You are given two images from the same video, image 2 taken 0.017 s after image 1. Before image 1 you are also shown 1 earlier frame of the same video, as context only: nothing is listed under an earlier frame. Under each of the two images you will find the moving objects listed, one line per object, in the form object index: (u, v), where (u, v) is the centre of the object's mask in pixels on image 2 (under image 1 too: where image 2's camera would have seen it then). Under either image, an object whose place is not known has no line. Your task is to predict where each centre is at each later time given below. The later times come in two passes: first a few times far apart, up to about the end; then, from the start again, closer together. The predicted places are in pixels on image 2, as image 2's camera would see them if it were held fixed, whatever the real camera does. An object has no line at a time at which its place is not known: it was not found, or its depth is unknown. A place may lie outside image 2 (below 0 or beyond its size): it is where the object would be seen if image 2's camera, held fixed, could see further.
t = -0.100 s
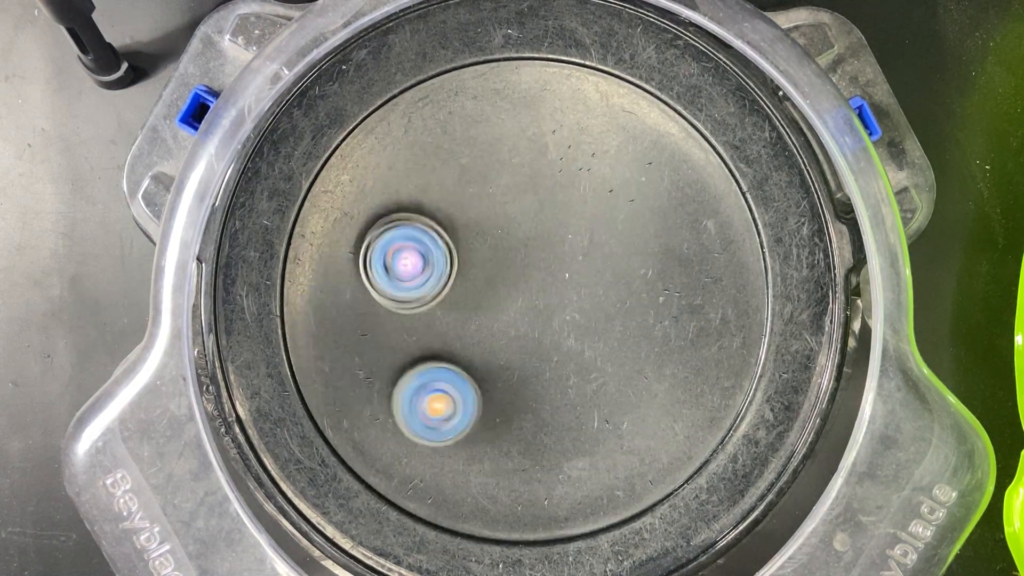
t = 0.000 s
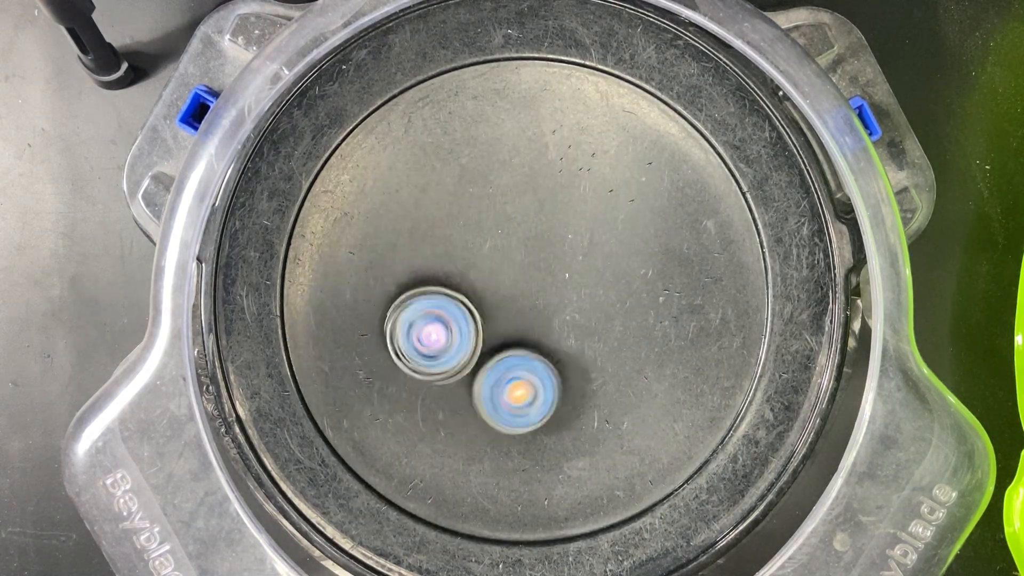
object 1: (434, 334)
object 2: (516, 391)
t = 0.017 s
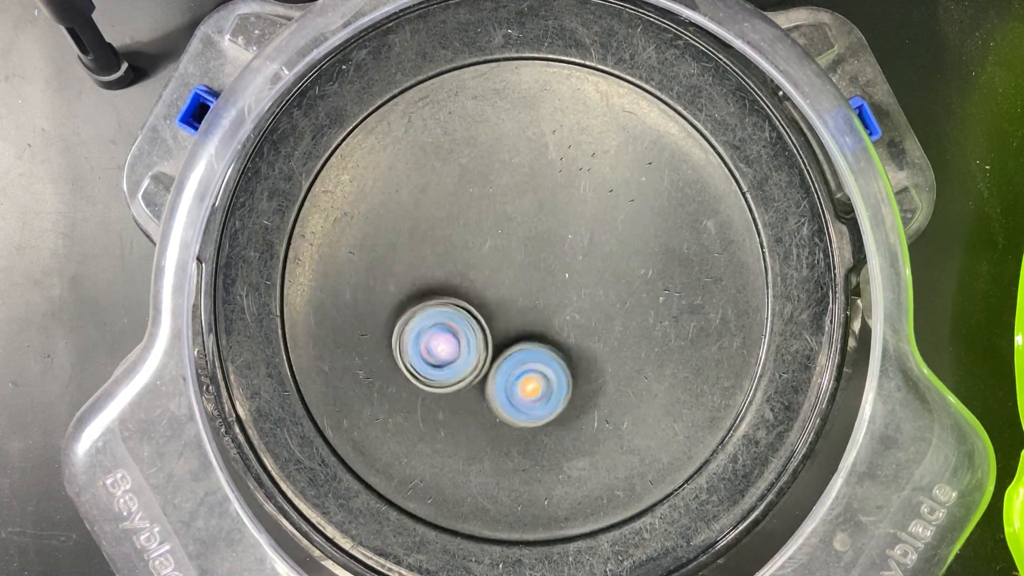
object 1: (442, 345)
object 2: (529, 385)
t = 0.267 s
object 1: (547, 388)
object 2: (678, 207)
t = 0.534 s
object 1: (539, 244)
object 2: (533, 80)
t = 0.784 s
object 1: (435, 354)
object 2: (386, 174)
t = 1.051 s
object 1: (562, 460)
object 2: (444, 353)
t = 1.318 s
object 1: (724, 439)
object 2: (585, 302)
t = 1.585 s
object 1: (755, 370)
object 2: (599, 193)
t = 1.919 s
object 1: (645, 272)
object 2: (505, 302)
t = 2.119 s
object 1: (508, 270)
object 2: (568, 378)
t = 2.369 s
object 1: (379, 353)
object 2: (617, 345)
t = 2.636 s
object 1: (348, 460)
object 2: (545, 307)
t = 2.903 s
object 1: (402, 498)
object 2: (536, 347)
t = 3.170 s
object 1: (480, 530)
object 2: (540, 339)
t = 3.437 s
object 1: (549, 479)
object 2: (504, 283)
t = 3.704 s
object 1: (623, 473)
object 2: (413, 263)
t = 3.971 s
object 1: (619, 362)
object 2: (429, 364)
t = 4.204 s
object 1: (574, 264)
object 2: (547, 355)
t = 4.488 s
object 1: (549, 122)
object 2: (561, 244)
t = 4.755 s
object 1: (511, 118)
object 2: (468, 225)
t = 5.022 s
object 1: (488, 227)
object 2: (461, 329)
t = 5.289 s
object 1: (457, 347)
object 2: (568, 352)
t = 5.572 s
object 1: (465, 445)
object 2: (577, 271)
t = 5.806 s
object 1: (442, 509)
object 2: (512, 267)
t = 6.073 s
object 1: (464, 474)
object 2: (479, 351)
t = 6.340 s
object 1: (497, 449)
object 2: (541, 357)
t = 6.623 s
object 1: (554, 407)
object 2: (533, 313)
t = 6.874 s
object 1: (614, 391)
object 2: (498, 310)
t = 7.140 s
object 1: (611, 342)
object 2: (487, 332)
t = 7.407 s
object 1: (580, 289)
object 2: (508, 334)
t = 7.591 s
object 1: (584, 234)
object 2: (516, 317)
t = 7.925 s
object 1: (582, 190)
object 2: (508, 291)
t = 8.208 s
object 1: (536, 215)
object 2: (500, 299)
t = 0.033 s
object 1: (451, 354)
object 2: (541, 377)
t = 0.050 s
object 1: (450, 359)
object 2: (561, 372)
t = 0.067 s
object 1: (450, 364)
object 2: (581, 366)
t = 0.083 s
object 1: (452, 368)
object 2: (599, 359)
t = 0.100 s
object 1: (456, 374)
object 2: (615, 350)
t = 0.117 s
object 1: (463, 380)
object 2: (628, 339)
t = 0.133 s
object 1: (471, 386)
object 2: (640, 326)
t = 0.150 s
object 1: (479, 390)
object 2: (648, 313)
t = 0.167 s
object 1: (489, 395)
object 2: (656, 298)
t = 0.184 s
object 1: (499, 397)
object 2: (662, 282)
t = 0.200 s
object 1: (509, 398)
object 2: (668, 267)
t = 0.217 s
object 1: (519, 398)
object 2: (672, 252)
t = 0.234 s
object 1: (529, 396)
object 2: (675, 236)
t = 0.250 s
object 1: (539, 392)
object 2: (677, 222)
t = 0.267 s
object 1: (547, 388)
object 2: (678, 207)
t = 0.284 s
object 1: (555, 381)
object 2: (677, 193)
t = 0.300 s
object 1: (562, 373)
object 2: (676, 179)
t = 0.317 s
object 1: (568, 365)
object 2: (672, 167)
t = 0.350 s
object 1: (576, 345)
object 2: (662, 142)
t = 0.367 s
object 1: (579, 335)
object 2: (655, 130)
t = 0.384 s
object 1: (580, 324)
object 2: (646, 120)
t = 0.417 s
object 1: (579, 302)
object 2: (626, 102)
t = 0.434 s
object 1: (577, 291)
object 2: (615, 94)
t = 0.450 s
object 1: (573, 282)
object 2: (602, 89)
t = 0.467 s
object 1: (569, 272)
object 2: (589, 84)
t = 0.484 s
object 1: (562, 264)
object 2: (576, 82)
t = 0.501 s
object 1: (556, 255)
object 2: (562, 80)
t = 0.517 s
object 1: (548, 249)
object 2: (548, 79)
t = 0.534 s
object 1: (539, 244)
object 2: (533, 80)
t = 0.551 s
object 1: (530, 239)
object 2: (519, 83)
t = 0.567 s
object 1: (520, 236)
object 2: (505, 88)
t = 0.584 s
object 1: (510, 234)
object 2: (492, 93)
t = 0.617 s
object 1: (490, 234)
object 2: (467, 107)
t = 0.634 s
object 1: (480, 236)
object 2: (455, 117)
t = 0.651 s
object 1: (470, 240)
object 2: (444, 128)
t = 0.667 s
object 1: (462, 244)
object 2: (435, 139)
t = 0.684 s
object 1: (453, 250)
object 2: (427, 152)
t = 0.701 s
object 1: (447, 258)
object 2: (419, 165)
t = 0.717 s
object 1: (442, 274)
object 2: (412, 168)
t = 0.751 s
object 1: (437, 317)
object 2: (397, 165)
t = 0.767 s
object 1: (435, 336)
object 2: (392, 167)
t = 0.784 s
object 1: (435, 354)
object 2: (386, 174)
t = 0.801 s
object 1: (437, 370)
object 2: (381, 184)
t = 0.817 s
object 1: (440, 382)
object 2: (378, 195)
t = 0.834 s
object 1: (445, 394)
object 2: (375, 206)
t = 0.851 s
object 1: (451, 403)
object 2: (374, 219)
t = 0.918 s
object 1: (483, 437)
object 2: (381, 270)
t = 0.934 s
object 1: (492, 444)
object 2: (385, 283)
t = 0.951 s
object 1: (502, 449)
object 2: (391, 294)
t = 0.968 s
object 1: (512, 454)
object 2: (398, 305)
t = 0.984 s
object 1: (521, 457)
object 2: (405, 316)
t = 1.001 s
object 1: (532, 460)
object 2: (414, 326)
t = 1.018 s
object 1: (542, 461)
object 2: (423, 336)
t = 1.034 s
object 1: (552, 461)
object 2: (433, 345)
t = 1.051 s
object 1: (562, 460)
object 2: (444, 353)
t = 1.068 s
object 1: (572, 457)
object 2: (456, 361)
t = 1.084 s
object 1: (581, 453)
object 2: (468, 368)
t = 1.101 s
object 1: (590, 448)
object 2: (481, 374)
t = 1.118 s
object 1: (597, 442)
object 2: (494, 379)
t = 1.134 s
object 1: (605, 434)
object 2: (507, 382)
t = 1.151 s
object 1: (610, 426)
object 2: (520, 385)
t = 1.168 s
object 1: (618, 419)
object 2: (531, 385)
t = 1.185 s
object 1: (635, 423)
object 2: (535, 374)
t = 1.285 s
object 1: (714, 439)
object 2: (569, 316)
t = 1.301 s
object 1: (720, 440)
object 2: (577, 308)
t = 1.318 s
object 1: (724, 439)
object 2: (585, 302)
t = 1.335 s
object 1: (727, 438)
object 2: (592, 295)
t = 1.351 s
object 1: (730, 435)
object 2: (599, 287)
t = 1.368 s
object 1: (733, 430)
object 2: (604, 280)
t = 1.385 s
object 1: (736, 427)
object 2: (610, 273)
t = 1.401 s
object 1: (738, 422)
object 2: (614, 264)
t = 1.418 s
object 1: (739, 417)
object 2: (617, 257)
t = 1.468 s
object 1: (746, 404)
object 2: (622, 234)
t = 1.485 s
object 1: (748, 399)
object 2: (622, 226)
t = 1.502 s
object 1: (748, 395)
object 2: (620, 220)
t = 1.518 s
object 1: (751, 390)
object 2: (618, 213)
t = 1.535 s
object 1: (754, 387)
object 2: (615, 206)
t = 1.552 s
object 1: (754, 381)
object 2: (610, 201)
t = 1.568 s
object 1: (755, 375)
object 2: (605, 197)
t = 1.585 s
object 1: (755, 370)
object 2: (599, 193)
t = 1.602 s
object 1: (758, 365)
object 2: (592, 190)
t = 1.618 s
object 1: (759, 360)
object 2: (585, 188)
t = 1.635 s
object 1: (760, 355)
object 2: (578, 188)
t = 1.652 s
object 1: (761, 348)
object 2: (570, 189)
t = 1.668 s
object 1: (759, 342)
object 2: (562, 191)
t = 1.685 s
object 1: (757, 334)
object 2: (554, 193)
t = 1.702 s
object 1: (754, 328)
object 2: (547, 198)
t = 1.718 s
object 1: (749, 321)
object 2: (540, 203)
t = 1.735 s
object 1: (743, 315)
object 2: (534, 208)
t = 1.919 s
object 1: (645, 272)
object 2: (505, 302)
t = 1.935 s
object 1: (634, 268)
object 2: (507, 311)
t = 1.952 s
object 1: (623, 265)
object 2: (509, 322)
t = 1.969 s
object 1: (611, 264)
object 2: (513, 330)
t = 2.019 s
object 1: (576, 261)
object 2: (529, 354)
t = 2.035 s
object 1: (565, 261)
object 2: (535, 361)
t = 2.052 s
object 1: (553, 262)
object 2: (541, 366)
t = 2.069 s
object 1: (542, 263)
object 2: (547, 370)
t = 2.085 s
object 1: (531, 266)
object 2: (554, 374)
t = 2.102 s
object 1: (519, 268)
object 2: (562, 376)
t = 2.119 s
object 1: (508, 270)
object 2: (568, 378)
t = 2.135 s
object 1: (498, 273)
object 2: (574, 379)
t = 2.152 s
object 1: (487, 277)
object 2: (579, 380)
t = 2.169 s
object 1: (476, 281)
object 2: (584, 380)
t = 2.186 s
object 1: (467, 285)
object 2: (588, 379)
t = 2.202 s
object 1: (457, 290)
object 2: (593, 378)
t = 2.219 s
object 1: (448, 295)
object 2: (597, 376)
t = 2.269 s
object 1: (422, 312)
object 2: (607, 369)
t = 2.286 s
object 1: (414, 318)
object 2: (611, 365)
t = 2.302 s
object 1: (406, 325)
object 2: (613, 362)
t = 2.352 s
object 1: (385, 345)
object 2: (617, 349)
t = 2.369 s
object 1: (379, 353)
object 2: (617, 345)
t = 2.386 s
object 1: (373, 359)
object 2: (616, 341)
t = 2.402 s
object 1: (367, 367)
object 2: (615, 337)
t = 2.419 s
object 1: (362, 373)
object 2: (613, 332)
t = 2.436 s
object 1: (356, 380)
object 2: (610, 328)
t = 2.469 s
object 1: (346, 394)
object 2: (604, 321)
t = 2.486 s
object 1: (343, 400)
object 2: (600, 317)
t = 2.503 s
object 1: (339, 407)
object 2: (595, 313)
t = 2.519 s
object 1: (336, 414)
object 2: (589, 310)
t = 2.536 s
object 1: (335, 420)
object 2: (584, 307)
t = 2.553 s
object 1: (335, 427)
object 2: (577, 306)
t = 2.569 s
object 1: (336, 435)
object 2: (571, 306)
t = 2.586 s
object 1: (338, 442)
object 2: (565, 305)
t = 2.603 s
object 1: (341, 448)
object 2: (558, 305)
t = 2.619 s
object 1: (344, 455)
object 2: (551, 306)
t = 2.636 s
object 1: (348, 460)
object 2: (545, 307)
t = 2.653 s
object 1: (354, 465)
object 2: (538, 309)
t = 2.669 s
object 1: (361, 468)
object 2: (531, 311)
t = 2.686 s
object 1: (368, 471)
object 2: (524, 315)
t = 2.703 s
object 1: (376, 472)
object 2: (518, 319)
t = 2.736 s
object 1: (393, 472)
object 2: (505, 329)
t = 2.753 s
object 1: (402, 471)
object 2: (500, 335)
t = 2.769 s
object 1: (410, 468)
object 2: (495, 342)
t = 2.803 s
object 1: (425, 460)
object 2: (488, 356)
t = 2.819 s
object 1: (433, 456)
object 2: (486, 365)
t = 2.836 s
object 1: (436, 454)
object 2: (489, 367)
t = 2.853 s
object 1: (427, 468)
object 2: (502, 362)
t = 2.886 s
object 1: (409, 489)
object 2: (526, 351)
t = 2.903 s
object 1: (402, 498)
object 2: (536, 347)
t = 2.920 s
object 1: (400, 508)
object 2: (544, 346)
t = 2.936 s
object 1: (401, 516)
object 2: (550, 344)
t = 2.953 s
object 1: (401, 523)
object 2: (554, 343)
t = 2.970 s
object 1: (404, 530)
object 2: (557, 342)
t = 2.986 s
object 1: (408, 534)
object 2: (558, 341)
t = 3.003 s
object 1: (413, 538)
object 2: (558, 340)
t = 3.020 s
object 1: (418, 540)
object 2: (557, 340)
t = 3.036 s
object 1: (423, 541)
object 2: (556, 339)
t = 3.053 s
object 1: (429, 542)
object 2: (554, 339)
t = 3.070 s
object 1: (436, 543)
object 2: (553, 339)
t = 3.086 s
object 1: (443, 542)
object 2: (551, 339)
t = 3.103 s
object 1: (450, 541)
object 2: (549, 339)
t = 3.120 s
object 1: (457, 539)
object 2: (548, 339)
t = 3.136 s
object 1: (464, 536)
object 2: (545, 338)
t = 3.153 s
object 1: (473, 533)
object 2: (542, 339)
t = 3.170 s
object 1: (480, 530)
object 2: (540, 339)
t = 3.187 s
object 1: (487, 526)
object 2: (537, 339)
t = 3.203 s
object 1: (494, 519)
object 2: (535, 340)
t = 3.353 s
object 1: (537, 442)
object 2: (513, 345)
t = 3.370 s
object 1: (540, 433)
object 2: (510, 346)
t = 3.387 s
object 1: (541, 438)
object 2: (509, 334)
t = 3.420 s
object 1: (546, 469)
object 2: (507, 297)
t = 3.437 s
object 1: (549, 479)
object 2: (504, 283)
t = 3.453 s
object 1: (554, 485)
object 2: (502, 270)
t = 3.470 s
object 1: (559, 492)
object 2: (500, 259)
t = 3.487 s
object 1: (563, 495)
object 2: (498, 250)
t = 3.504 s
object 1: (567, 497)
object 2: (494, 243)
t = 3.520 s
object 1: (570, 498)
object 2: (490, 238)
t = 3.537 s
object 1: (573, 498)
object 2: (485, 236)
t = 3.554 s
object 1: (577, 497)
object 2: (479, 234)
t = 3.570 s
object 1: (583, 496)
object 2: (471, 234)
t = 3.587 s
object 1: (589, 496)
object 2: (463, 235)
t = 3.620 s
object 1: (601, 491)
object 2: (446, 239)
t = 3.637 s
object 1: (606, 488)
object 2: (438, 242)
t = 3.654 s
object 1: (611, 486)
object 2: (431, 247)
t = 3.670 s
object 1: (615, 481)
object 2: (424, 252)
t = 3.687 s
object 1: (620, 477)
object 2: (418, 257)
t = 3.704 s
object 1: (623, 473)
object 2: (413, 263)
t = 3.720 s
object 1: (625, 467)
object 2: (408, 268)
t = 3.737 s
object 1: (629, 461)
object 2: (404, 275)
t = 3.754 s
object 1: (630, 455)
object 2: (401, 281)
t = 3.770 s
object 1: (632, 449)
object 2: (398, 287)
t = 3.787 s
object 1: (631, 442)
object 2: (396, 295)
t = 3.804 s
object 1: (633, 435)
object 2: (396, 301)
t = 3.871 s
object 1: (631, 406)
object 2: (400, 328)
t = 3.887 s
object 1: (629, 399)
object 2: (402, 335)
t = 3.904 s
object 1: (628, 392)
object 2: (406, 341)
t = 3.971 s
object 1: (619, 362)
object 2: (429, 364)
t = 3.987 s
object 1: (617, 354)
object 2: (436, 369)
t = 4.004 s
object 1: (614, 347)
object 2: (445, 373)
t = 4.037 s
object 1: (608, 332)
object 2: (462, 379)
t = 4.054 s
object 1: (605, 325)
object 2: (471, 381)
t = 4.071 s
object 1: (601, 318)
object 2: (480, 382)
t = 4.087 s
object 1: (598, 312)
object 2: (490, 382)
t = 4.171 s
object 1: (579, 279)
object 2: (535, 366)
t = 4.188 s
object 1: (575, 272)
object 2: (542, 360)
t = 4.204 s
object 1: (574, 264)
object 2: (547, 355)
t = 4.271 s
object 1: (570, 211)
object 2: (560, 343)
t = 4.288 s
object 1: (566, 200)
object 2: (564, 338)
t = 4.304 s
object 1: (564, 192)
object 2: (567, 332)
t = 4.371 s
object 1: (558, 167)
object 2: (574, 301)
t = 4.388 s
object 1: (557, 160)
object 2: (574, 292)
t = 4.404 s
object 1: (555, 154)
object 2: (573, 283)
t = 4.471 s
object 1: (550, 129)
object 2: (565, 250)
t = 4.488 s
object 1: (549, 122)
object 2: (561, 244)
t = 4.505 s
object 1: (548, 117)
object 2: (557, 238)
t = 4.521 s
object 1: (546, 111)
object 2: (551, 233)
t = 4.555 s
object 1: (542, 101)
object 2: (541, 224)
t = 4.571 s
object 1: (541, 96)
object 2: (535, 220)
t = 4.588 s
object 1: (539, 93)
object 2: (529, 217)
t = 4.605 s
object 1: (536, 90)
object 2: (522, 215)
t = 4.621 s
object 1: (533, 89)
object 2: (516, 214)
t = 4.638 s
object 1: (529, 88)
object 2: (510, 213)
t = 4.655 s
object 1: (526, 89)
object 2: (503, 213)
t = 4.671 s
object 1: (523, 92)
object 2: (497, 213)
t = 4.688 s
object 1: (519, 96)
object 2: (491, 215)
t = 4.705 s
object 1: (518, 100)
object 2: (484, 216)
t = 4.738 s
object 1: (514, 112)
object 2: (473, 222)
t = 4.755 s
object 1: (511, 118)
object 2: (468, 225)
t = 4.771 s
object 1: (511, 124)
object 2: (464, 230)
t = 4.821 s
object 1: (506, 147)
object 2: (453, 245)
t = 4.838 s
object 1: (505, 152)
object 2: (450, 251)
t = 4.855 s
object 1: (505, 159)
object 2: (448, 257)
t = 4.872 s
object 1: (503, 167)
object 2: (446, 263)
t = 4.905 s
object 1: (500, 180)
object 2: (445, 278)
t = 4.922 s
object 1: (499, 187)
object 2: (445, 285)
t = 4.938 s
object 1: (497, 195)
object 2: (446, 293)
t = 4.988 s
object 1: (492, 214)
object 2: (453, 315)
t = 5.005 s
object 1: (489, 221)
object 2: (456, 323)
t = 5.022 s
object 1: (488, 227)
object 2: (461, 329)
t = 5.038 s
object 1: (485, 233)
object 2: (466, 336)
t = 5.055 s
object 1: (484, 239)
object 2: (472, 342)
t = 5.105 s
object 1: (475, 259)
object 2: (492, 356)
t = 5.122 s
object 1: (472, 265)
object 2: (499, 360)
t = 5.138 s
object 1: (468, 273)
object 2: (507, 363)
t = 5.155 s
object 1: (465, 280)
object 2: (514, 366)
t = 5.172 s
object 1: (462, 288)
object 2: (523, 366)
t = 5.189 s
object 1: (459, 295)
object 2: (530, 367)
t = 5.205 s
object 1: (457, 304)
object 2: (537, 366)
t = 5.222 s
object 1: (457, 314)
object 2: (545, 365)
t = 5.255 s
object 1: (457, 329)
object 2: (557, 359)
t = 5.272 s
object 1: (457, 338)
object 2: (563, 356)
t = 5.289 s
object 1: (457, 347)
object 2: (568, 352)
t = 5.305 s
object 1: (456, 355)
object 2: (573, 348)
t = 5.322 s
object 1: (457, 361)
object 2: (577, 344)
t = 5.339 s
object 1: (458, 369)
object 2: (580, 338)
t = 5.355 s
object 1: (457, 376)
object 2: (583, 334)
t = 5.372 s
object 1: (459, 382)
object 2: (586, 328)
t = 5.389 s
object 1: (460, 388)
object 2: (588, 323)
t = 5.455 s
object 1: (463, 410)
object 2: (590, 301)
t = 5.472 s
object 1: (464, 414)
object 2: (590, 296)
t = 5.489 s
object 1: (465, 418)
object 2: (589, 291)
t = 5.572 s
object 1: (465, 445)
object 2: (577, 271)
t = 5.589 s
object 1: (463, 450)
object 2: (574, 268)
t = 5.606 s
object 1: (464, 456)
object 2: (570, 265)
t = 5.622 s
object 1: (462, 461)
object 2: (567, 263)
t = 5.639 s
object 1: (460, 466)
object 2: (562, 261)
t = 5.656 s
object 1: (458, 471)
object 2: (557, 260)
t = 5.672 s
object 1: (455, 476)
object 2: (553, 259)
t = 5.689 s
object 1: (454, 481)
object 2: (548, 258)
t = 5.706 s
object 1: (451, 485)
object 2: (543, 258)
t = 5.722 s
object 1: (449, 489)
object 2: (538, 258)
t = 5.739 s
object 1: (447, 493)
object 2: (533, 259)
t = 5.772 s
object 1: (444, 501)
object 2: (522, 262)
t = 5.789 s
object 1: (442, 504)
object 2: (517, 264)
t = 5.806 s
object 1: (442, 509)
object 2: (512, 267)
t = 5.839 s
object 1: (441, 513)
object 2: (502, 273)
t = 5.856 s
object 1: (442, 515)
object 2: (498, 277)
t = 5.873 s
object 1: (444, 514)
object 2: (493, 281)
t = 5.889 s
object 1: (445, 514)
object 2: (490, 286)
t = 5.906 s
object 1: (446, 513)
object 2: (486, 291)
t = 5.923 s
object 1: (447, 510)
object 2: (483, 296)
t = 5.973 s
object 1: (453, 503)
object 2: (477, 314)
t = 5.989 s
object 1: (455, 498)
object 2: (475, 320)
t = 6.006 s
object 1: (457, 493)
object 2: (475, 327)
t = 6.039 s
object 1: (460, 485)
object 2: (476, 339)
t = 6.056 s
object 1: (462, 481)
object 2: (477, 345)
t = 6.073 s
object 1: (464, 474)
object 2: (479, 351)
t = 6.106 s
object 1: (469, 464)
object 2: (485, 362)
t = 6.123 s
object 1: (472, 459)
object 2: (488, 367)
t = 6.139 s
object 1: (471, 462)
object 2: (495, 366)
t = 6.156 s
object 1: (468, 468)
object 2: (501, 364)
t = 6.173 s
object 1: (469, 470)
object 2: (506, 363)
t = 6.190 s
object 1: (471, 470)
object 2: (511, 363)
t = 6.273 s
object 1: (484, 461)
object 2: (529, 364)
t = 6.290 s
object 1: (487, 459)
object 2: (532, 363)
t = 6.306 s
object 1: (490, 456)
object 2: (535, 361)
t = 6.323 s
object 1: (493, 452)
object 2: (538, 359)
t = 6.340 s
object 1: (497, 449)
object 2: (541, 357)
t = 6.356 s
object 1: (499, 445)
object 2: (542, 354)
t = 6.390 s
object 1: (507, 439)
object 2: (545, 349)
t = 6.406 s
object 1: (510, 436)
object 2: (547, 346)
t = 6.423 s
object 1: (513, 432)
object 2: (547, 342)
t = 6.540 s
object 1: (536, 415)
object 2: (542, 322)
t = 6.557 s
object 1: (539, 413)
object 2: (541, 320)
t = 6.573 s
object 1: (543, 411)
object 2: (539, 318)
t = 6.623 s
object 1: (554, 407)
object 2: (533, 313)
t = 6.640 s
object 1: (558, 404)
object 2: (531, 311)
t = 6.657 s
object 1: (562, 403)
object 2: (529, 311)
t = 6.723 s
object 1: (576, 399)
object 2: (520, 307)
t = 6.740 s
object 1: (581, 398)
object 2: (517, 306)
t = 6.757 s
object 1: (585, 398)
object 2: (514, 306)
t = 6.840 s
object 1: (606, 393)
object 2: (502, 308)
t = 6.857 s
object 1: (610, 393)
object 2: (500, 308)
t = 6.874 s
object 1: (614, 391)
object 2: (498, 310)
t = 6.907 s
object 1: (621, 389)
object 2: (494, 312)
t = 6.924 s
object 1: (624, 386)
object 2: (492, 313)
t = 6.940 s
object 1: (627, 384)
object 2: (491, 314)
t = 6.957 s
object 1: (629, 381)
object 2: (490, 316)
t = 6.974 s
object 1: (629, 379)
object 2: (488, 317)
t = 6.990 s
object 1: (629, 375)
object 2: (488, 319)
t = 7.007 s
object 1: (629, 371)
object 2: (486, 320)
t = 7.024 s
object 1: (628, 367)
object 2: (486, 322)
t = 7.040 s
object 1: (628, 364)
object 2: (485, 323)
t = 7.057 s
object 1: (626, 361)
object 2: (486, 325)
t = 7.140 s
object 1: (611, 342)
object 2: (487, 332)
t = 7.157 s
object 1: (609, 340)
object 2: (488, 334)
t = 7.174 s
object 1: (606, 337)
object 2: (489, 335)
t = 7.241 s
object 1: (596, 324)
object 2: (494, 338)
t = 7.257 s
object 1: (593, 320)
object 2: (495, 339)
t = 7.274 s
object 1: (591, 316)
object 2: (497, 338)
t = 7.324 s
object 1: (586, 306)
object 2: (502, 338)
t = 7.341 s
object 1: (585, 302)
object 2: (503, 338)
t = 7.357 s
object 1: (583, 300)
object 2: (504, 337)
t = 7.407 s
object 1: (580, 289)
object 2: (508, 334)
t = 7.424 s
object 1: (579, 286)
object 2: (508, 333)
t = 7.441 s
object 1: (578, 281)
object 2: (510, 332)
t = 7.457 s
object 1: (577, 277)
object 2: (510, 330)
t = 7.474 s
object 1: (579, 274)
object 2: (511, 329)
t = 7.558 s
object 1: (584, 248)
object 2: (515, 321)
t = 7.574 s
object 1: (583, 241)
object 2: (516, 320)
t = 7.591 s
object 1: (584, 234)
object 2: (516, 317)
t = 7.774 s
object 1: (580, 204)
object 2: (514, 300)
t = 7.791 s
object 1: (579, 201)
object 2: (514, 299)
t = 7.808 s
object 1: (580, 198)
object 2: (513, 298)
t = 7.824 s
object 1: (581, 196)
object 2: (513, 297)
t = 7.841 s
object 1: (582, 193)
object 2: (512, 296)
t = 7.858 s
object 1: (583, 191)
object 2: (511, 294)
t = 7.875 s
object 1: (584, 191)
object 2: (510, 294)
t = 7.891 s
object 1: (583, 191)
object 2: (510, 293)
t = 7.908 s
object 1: (582, 191)
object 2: (509, 293)
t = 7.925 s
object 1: (582, 190)
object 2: (508, 291)
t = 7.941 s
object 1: (581, 191)
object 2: (507, 291)
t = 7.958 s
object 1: (580, 193)
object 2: (507, 290)
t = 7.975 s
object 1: (578, 196)
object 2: (506, 291)
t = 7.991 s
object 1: (575, 199)
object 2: (506, 290)
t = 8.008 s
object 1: (573, 201)
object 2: (505, 290)
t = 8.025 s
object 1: (569, 202)
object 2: (504, 290)
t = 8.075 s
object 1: (564, 203)
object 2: (502, 291)
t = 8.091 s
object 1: (562, 204)
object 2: (501, 291)
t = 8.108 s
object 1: (560, 204)
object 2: (501, 292)
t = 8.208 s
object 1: (536, 215)
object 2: (500, 299)
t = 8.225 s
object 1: (534, 217)
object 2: (501, 301)
